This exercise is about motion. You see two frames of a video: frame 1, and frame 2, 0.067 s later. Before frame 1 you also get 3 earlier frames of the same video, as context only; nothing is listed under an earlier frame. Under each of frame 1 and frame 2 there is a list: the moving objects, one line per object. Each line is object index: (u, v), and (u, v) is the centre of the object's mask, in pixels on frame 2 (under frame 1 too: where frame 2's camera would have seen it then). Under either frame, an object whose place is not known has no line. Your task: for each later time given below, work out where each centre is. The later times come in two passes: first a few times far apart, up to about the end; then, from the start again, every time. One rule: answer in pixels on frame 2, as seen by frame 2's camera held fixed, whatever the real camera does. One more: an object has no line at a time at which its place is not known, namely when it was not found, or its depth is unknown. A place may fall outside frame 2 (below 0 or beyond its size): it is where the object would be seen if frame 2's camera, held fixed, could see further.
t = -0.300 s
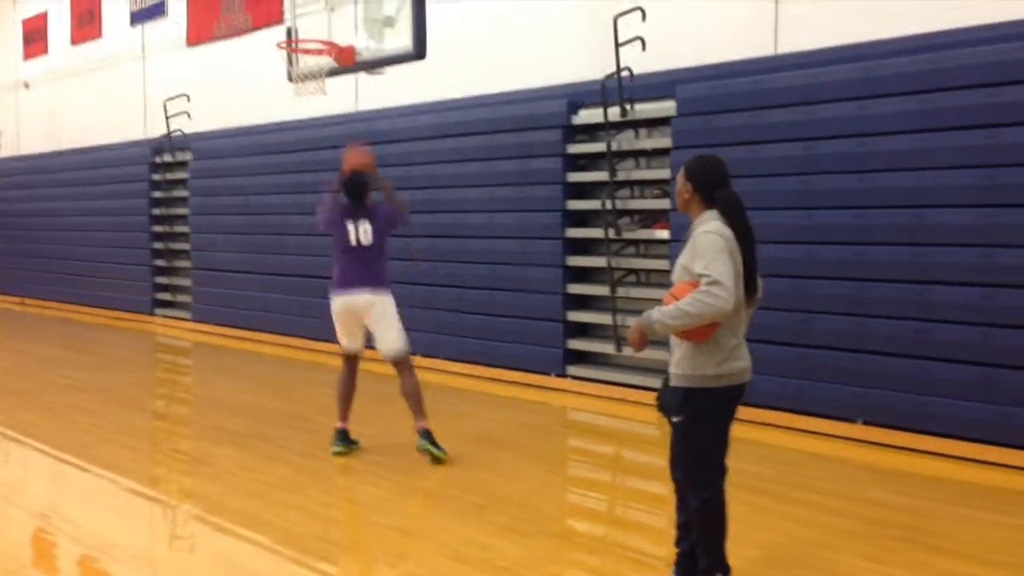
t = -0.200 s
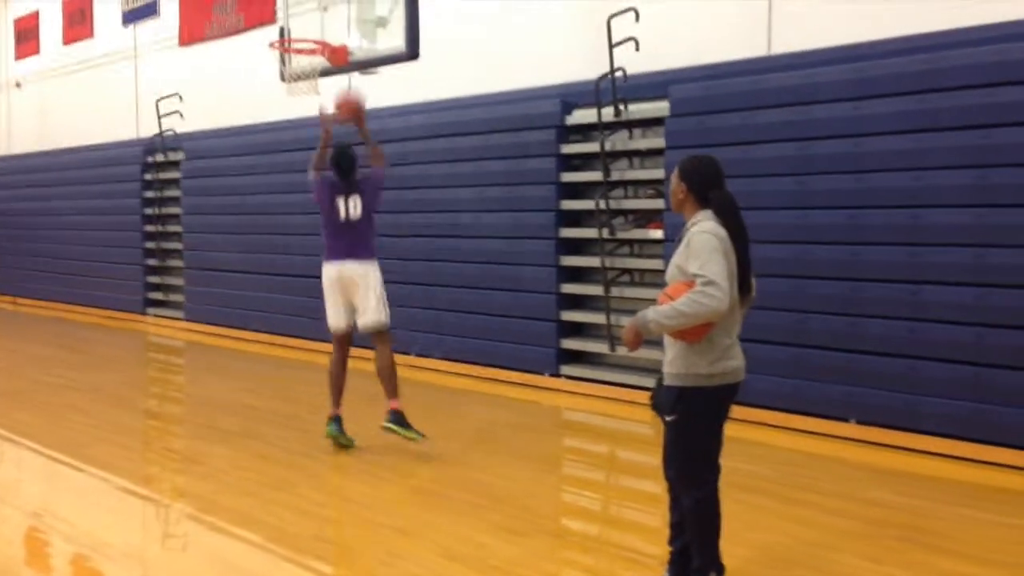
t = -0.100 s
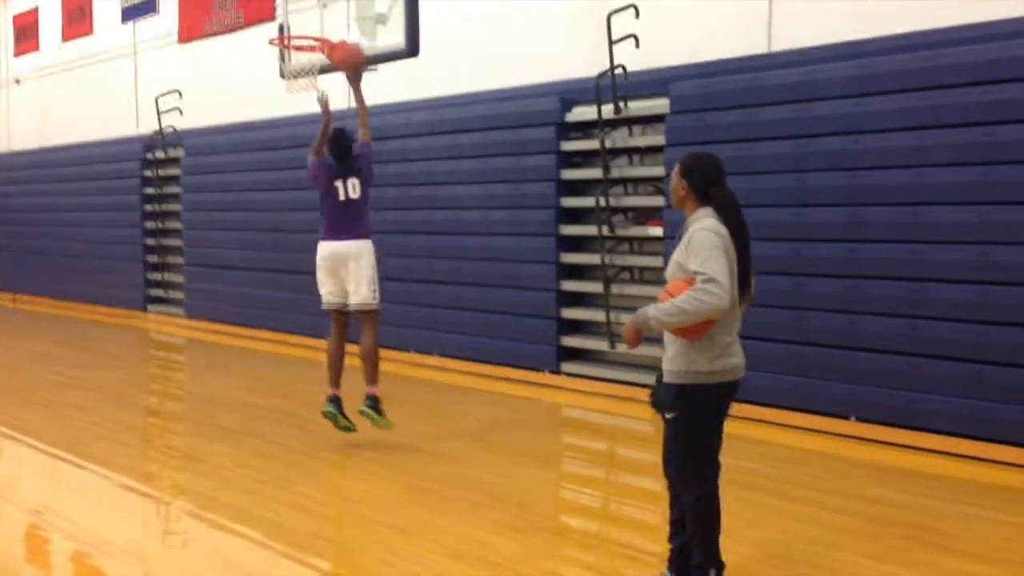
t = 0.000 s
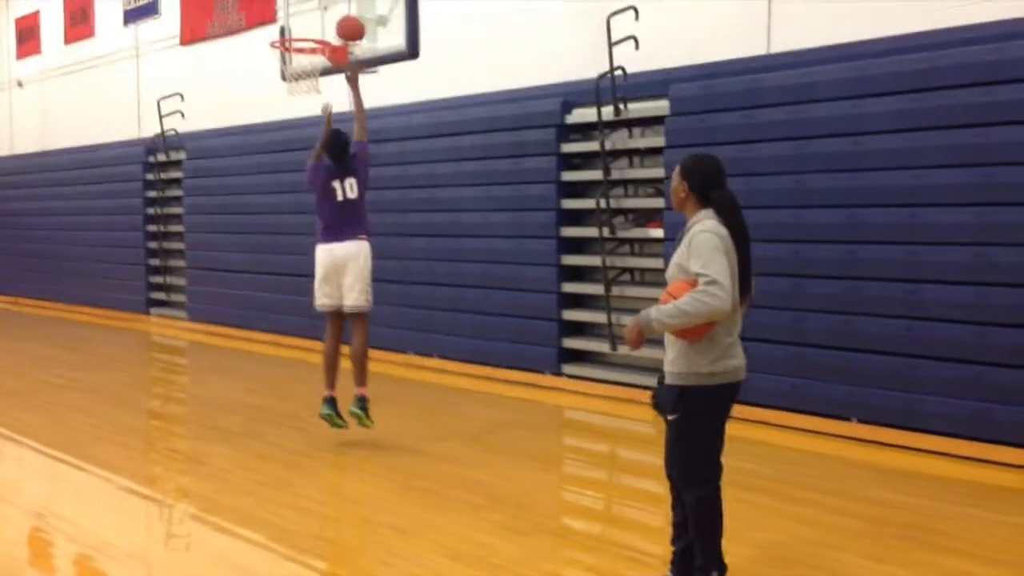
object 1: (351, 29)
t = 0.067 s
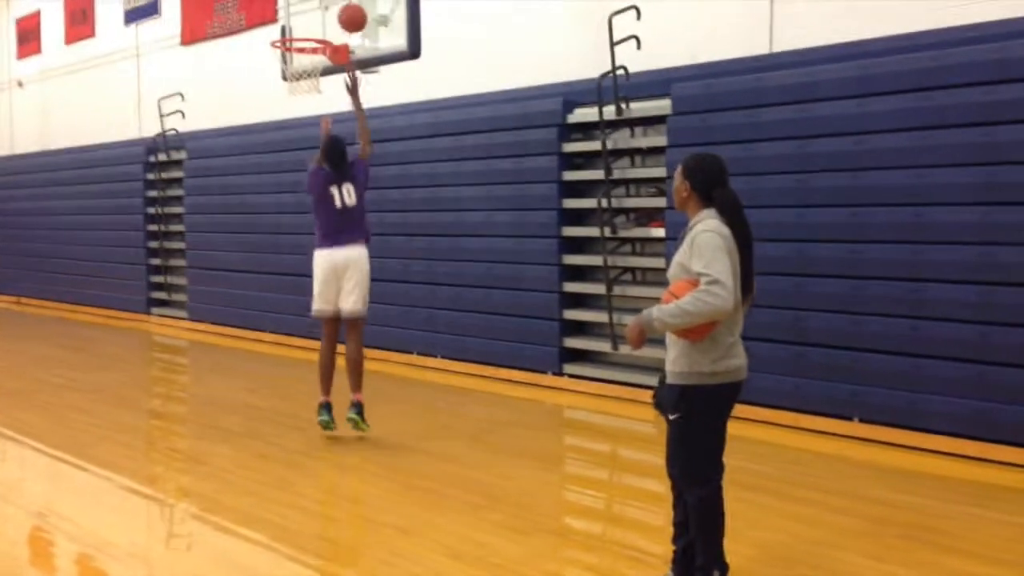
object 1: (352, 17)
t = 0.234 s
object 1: (332, 14)
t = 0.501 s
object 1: (278, 68)
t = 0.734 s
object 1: (287, 121)
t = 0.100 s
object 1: (352, 14)
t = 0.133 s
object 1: (353, 13)
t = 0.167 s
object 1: (349, 12)
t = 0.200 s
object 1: (340, 12)
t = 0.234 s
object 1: (332, 14)
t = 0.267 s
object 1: (324, 17)
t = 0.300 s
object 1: (317, 22)
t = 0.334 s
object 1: (309, 27)
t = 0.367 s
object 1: (301, 36)
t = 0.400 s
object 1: (292, 45)
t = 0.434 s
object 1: (284, 56)
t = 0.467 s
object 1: (280, 64)
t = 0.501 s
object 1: (278, 68)
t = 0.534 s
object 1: (279, 72)
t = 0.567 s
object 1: (281, 76)
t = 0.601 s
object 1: (281, 82)
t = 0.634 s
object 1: (283, 90)
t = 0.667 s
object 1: (284, 99)
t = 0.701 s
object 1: (285, 109)
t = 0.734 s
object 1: (287, 121)
